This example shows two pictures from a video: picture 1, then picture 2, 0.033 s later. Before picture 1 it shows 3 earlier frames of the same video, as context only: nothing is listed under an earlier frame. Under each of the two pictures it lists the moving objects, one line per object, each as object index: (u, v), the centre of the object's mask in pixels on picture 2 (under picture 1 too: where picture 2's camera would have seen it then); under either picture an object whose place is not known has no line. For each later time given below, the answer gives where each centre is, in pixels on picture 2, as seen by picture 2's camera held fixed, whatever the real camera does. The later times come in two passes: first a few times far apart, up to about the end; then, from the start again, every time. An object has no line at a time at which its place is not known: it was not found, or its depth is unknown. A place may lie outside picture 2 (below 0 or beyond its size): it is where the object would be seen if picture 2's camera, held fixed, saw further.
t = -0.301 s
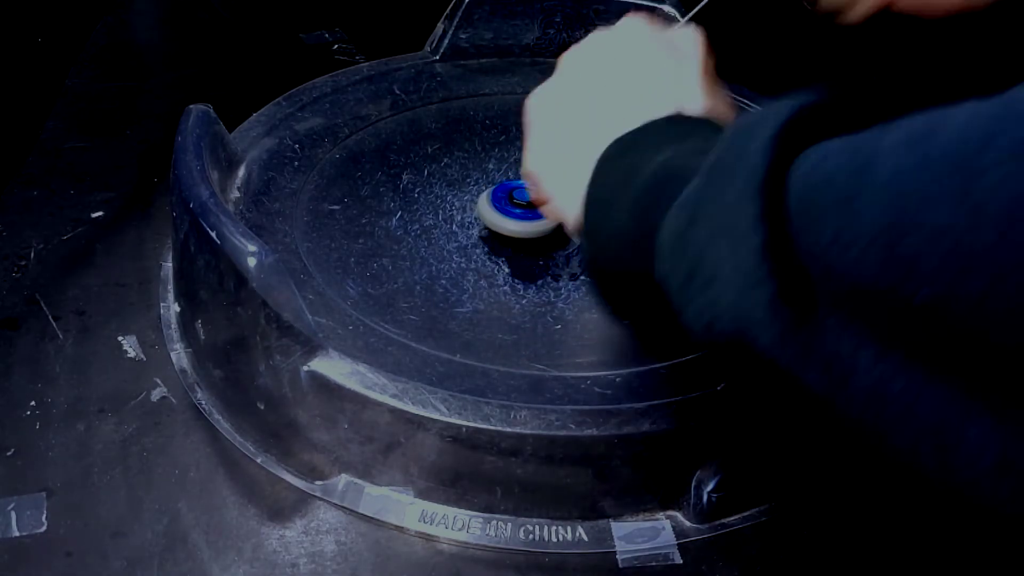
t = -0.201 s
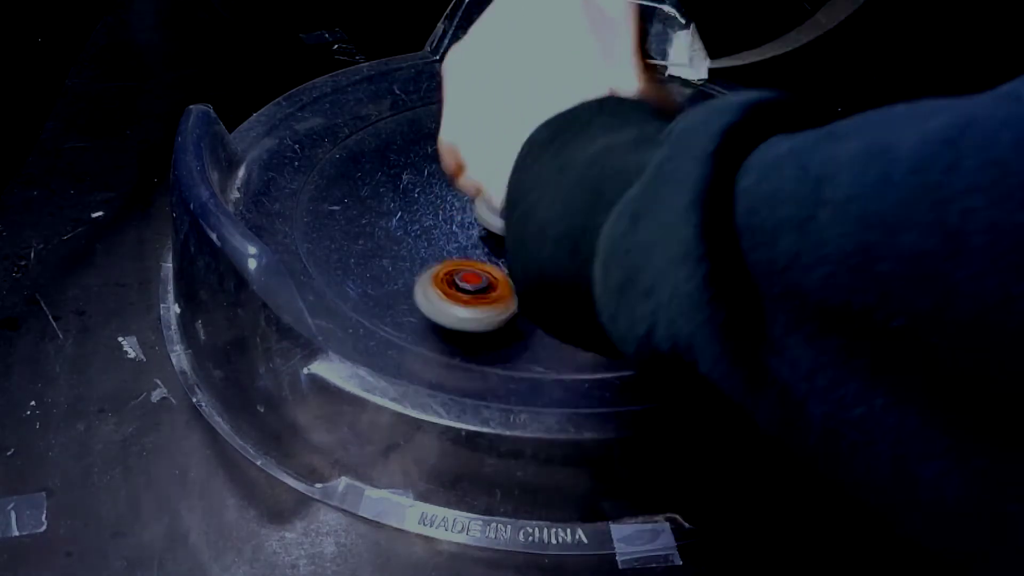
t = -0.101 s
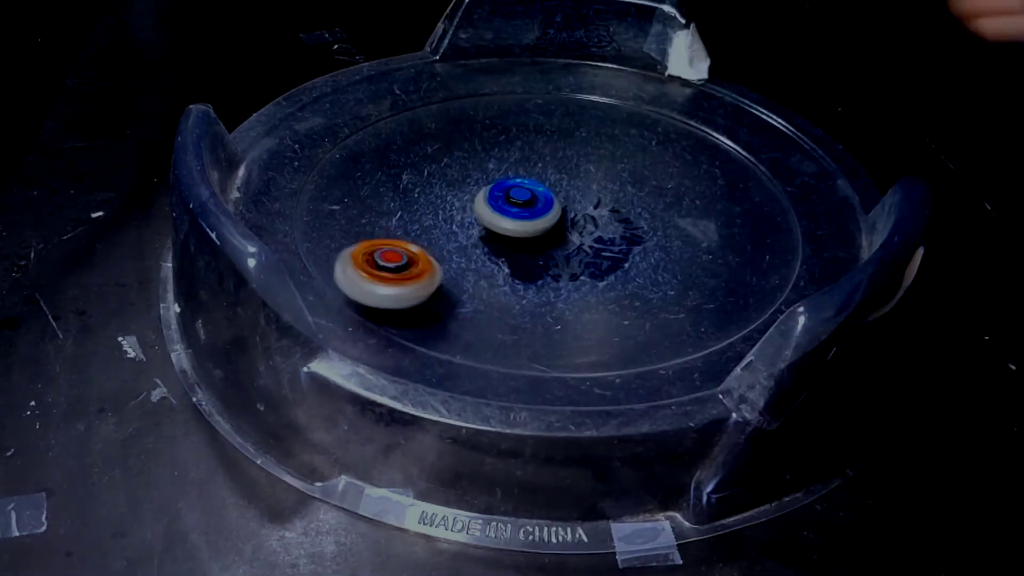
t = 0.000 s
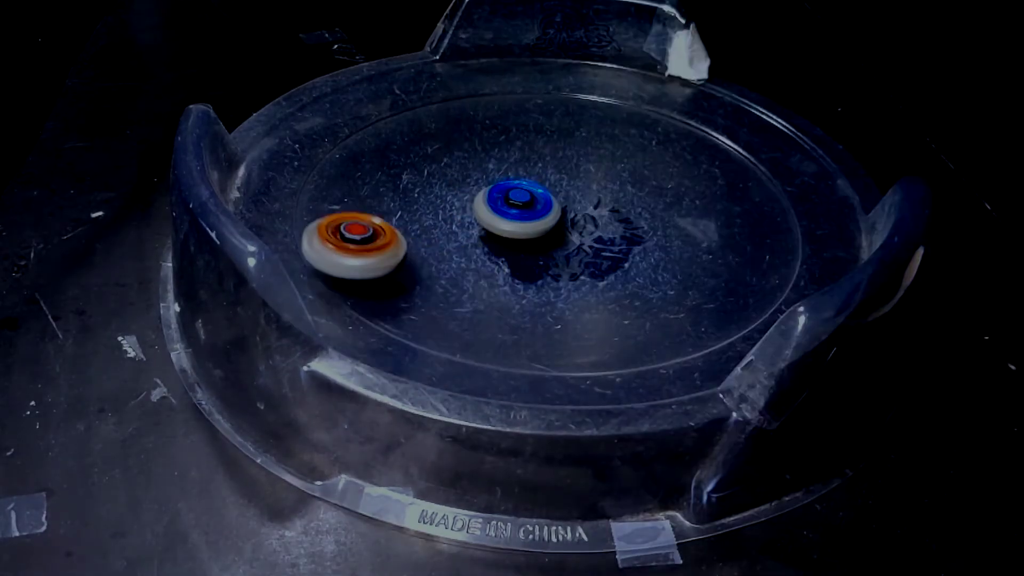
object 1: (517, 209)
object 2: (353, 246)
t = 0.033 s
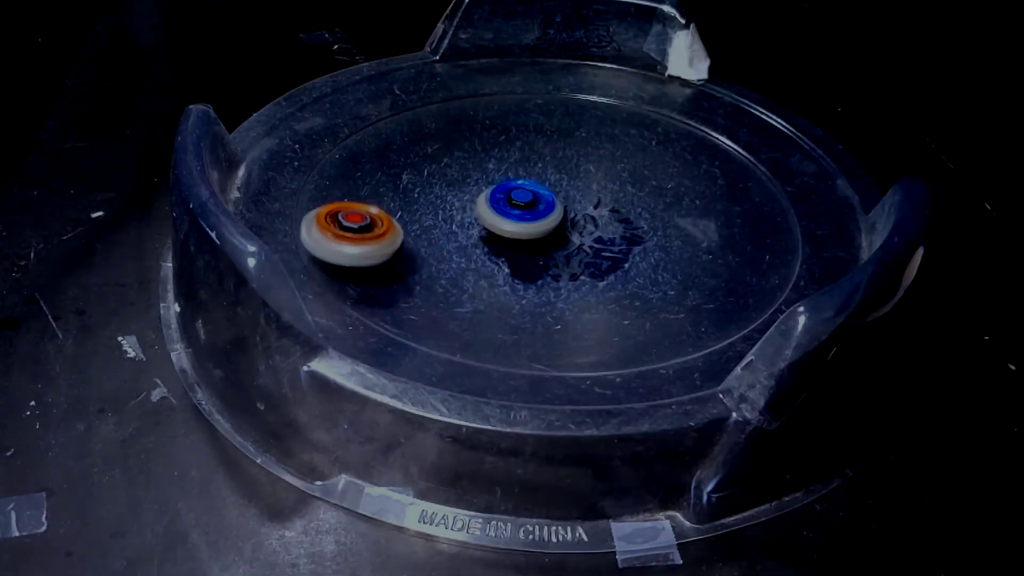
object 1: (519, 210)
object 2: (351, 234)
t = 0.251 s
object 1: (521, 207)
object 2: (450, 166)
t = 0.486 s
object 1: (807, 239)
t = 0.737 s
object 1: (647, 149)
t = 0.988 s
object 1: (499, 143)
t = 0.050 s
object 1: (520, 209)
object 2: (351, 228)
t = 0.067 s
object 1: (521, 209)
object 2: (352, 221)
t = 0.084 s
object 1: (521, 209)
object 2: (355, 214)
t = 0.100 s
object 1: (521, 209)
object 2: (358, 208)
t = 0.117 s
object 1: (521, 209)
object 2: (363, 202)
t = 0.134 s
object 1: (522, 209)
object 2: (369, 195)
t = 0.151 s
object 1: (522, 209)
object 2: (377, 189)
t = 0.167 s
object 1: (522, 209)
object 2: (386, 184)
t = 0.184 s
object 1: (522, 208)
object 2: (396, 179)
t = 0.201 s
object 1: (521, 208)
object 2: (409, 175)
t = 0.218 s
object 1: (521, 208)
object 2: (421, 171)
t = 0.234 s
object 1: (521, 208)
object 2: (435, 168)
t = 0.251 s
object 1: (521, 207)
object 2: (450, 166)
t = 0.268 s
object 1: (547, 217)
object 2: (443, 149)
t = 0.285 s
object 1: (580, 230)
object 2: (431, 129)
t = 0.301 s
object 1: (615, 242)
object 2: (421, 109)
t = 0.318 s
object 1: (648, 249)
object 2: (413, 92)
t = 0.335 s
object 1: (681, 256)
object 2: (410, 74)
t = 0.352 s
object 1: (716, 259)
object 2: (408, 58)
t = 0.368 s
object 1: (748, 262)
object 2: (406, 47)
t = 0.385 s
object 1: (780, 262)
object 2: (404, 40)
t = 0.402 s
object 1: (797, 251)
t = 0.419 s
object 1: (812, 244)
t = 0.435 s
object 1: (822, 240)
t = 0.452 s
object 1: (820, 235)
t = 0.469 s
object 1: (814, 235)
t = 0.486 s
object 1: (807, 239)
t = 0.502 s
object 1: (798, 240)
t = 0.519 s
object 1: (790, 233)
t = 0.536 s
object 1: (781, 230)
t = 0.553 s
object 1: (771, 226)
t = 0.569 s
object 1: (761, 219)
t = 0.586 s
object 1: (750, 212)
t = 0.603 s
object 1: (739, 204)
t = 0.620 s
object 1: (727, 196)
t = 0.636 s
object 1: (716, 187)
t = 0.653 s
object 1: (704, 180)
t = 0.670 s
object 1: (692, 172)
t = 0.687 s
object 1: (680, 165)
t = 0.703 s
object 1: (670, 159)
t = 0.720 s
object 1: (658, 154)
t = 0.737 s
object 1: (647, 149)
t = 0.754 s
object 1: (636, 145)
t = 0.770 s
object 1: (625, 142)
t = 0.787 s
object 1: (615, 139)
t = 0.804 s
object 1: (605, 137)
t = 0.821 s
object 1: (595, 135)
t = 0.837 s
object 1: (584, 134)
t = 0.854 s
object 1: (576, 134)
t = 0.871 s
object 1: (566, 133)
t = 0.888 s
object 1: (555, 133)
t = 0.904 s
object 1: (545, 134)
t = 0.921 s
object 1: (535, 135)
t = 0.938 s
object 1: (526, 136)
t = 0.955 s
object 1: (516, 138)
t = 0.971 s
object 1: (507, 140)
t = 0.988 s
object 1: (499, 143)
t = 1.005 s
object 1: (491, 146)
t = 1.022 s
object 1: (484, 149)
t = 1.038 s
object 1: (477, 153)
